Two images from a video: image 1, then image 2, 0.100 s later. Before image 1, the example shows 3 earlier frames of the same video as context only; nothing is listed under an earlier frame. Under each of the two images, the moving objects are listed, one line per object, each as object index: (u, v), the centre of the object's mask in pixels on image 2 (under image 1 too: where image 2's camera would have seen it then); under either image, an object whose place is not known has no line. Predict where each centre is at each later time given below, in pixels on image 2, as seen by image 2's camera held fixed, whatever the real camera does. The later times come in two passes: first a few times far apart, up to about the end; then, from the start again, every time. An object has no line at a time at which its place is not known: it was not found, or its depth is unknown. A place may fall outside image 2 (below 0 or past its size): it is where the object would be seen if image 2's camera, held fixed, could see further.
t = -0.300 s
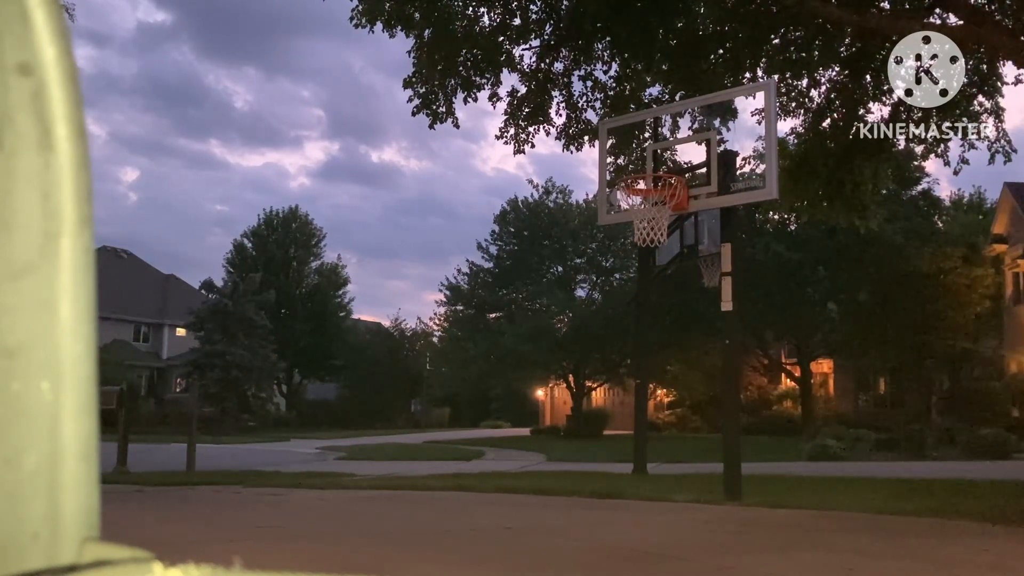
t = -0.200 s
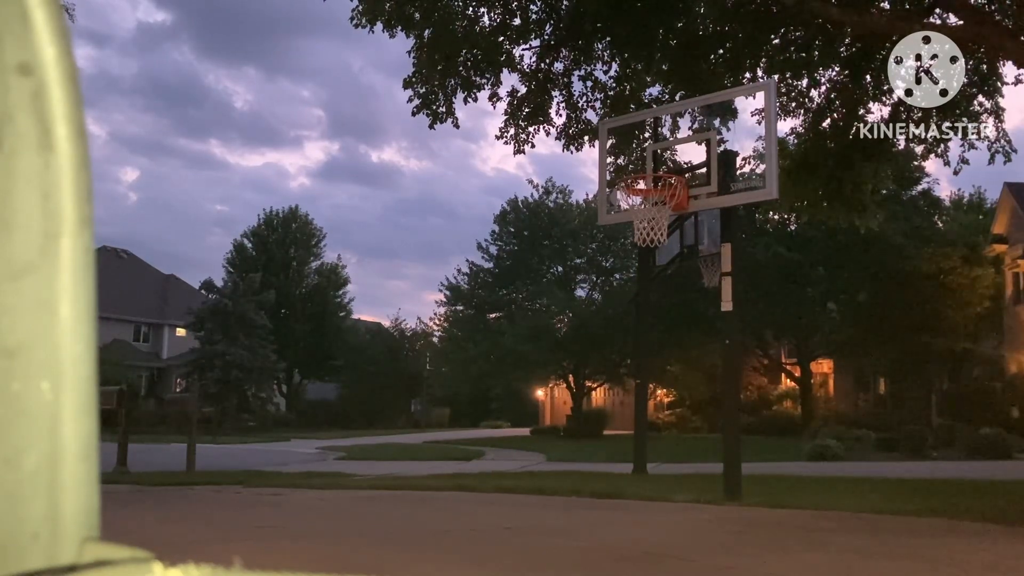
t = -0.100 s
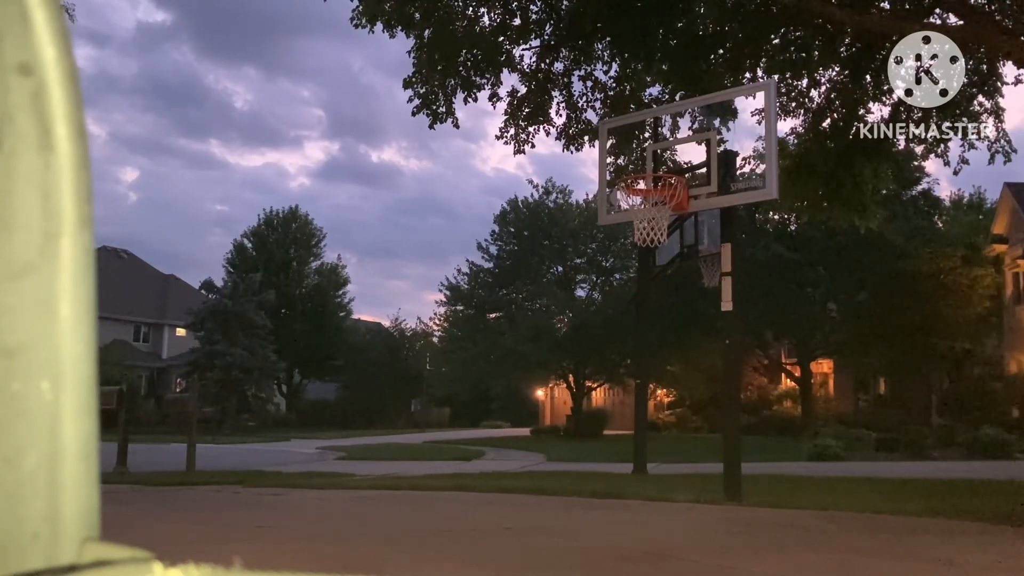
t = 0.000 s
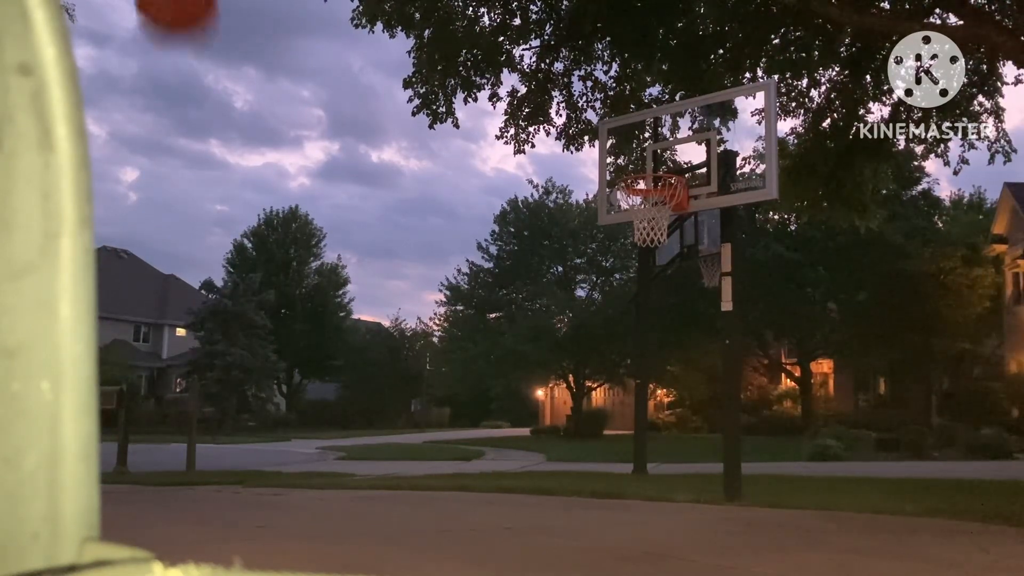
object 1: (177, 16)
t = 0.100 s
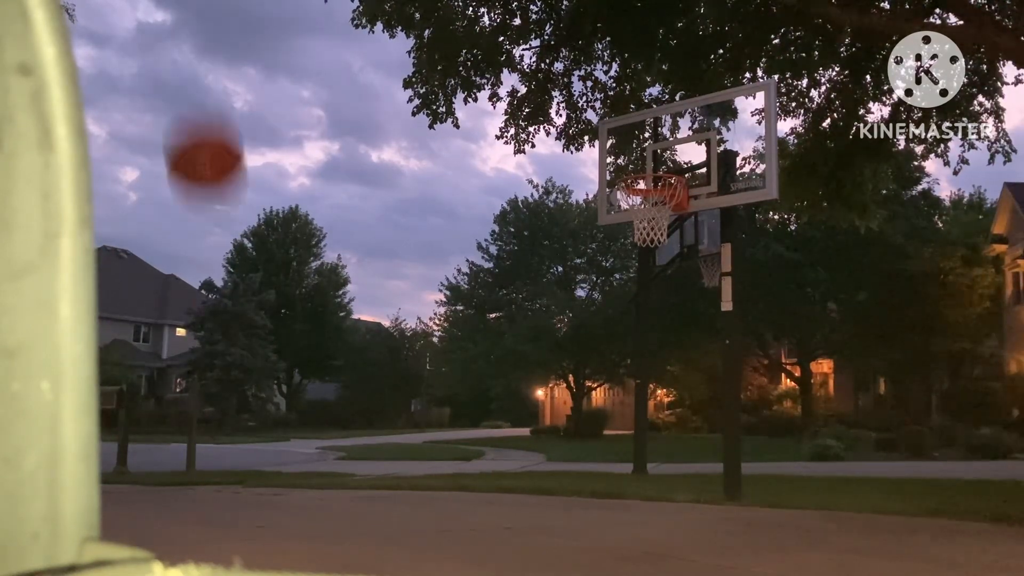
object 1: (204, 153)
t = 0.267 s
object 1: (245, 480)
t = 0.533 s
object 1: (339, 312)
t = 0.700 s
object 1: (389, 236)
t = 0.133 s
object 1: (213, 213)
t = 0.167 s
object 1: (224, 286)
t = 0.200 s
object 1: (233, 345)
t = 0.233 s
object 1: (239, 404)
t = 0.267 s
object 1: (245, 480)
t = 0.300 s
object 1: (256, 544)
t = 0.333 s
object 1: (266, 528)
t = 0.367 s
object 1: (280, 480)
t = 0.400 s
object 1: (296, 432)
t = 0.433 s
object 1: (307, 397)
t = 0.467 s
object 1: (321, 364)
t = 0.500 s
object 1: (330, 335)
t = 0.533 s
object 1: (339, 312)
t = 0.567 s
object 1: (351, 288)
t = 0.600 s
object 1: (361, 269)
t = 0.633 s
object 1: (371, 255)
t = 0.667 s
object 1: (380, 244)
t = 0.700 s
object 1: (389, 236)
